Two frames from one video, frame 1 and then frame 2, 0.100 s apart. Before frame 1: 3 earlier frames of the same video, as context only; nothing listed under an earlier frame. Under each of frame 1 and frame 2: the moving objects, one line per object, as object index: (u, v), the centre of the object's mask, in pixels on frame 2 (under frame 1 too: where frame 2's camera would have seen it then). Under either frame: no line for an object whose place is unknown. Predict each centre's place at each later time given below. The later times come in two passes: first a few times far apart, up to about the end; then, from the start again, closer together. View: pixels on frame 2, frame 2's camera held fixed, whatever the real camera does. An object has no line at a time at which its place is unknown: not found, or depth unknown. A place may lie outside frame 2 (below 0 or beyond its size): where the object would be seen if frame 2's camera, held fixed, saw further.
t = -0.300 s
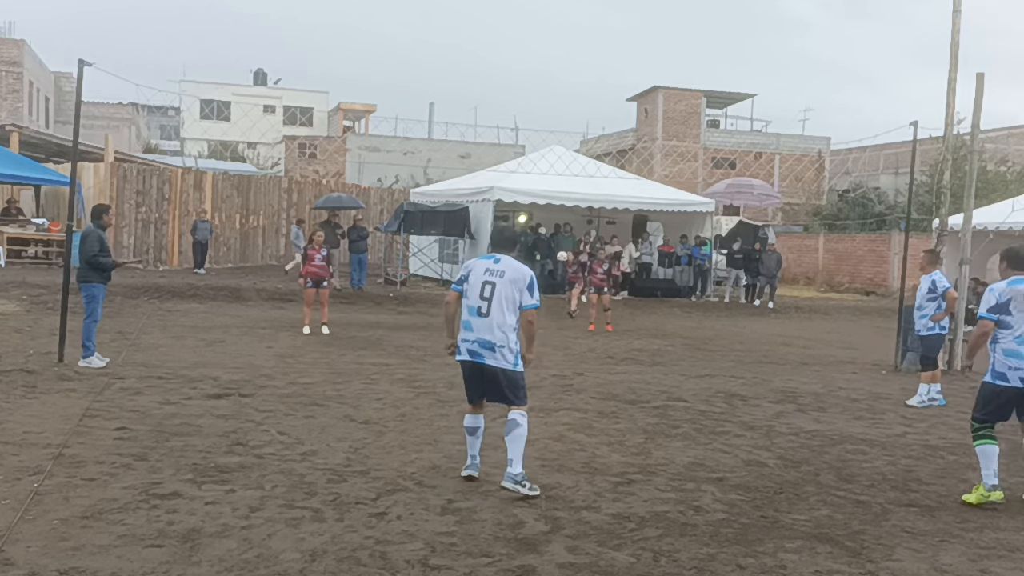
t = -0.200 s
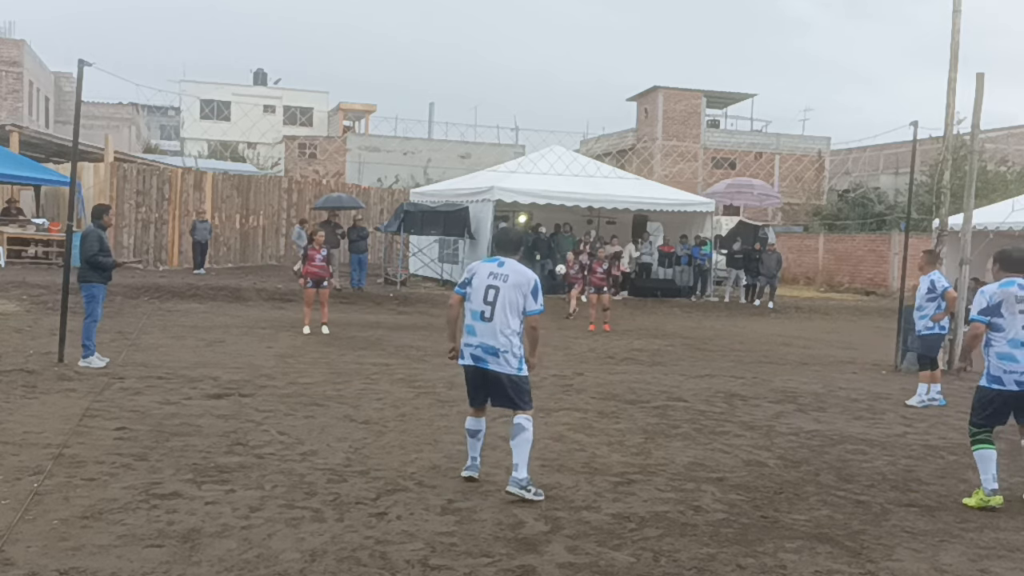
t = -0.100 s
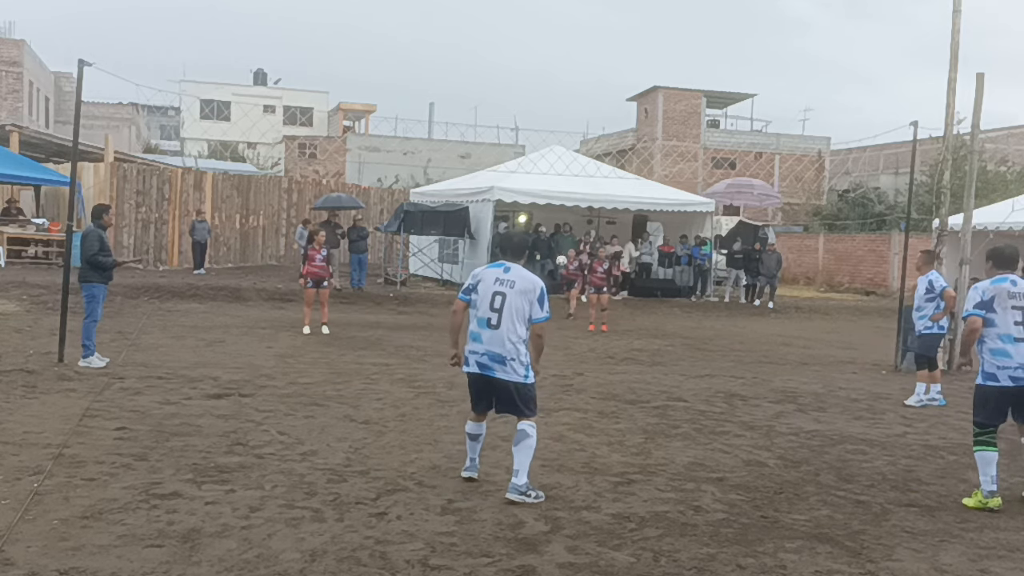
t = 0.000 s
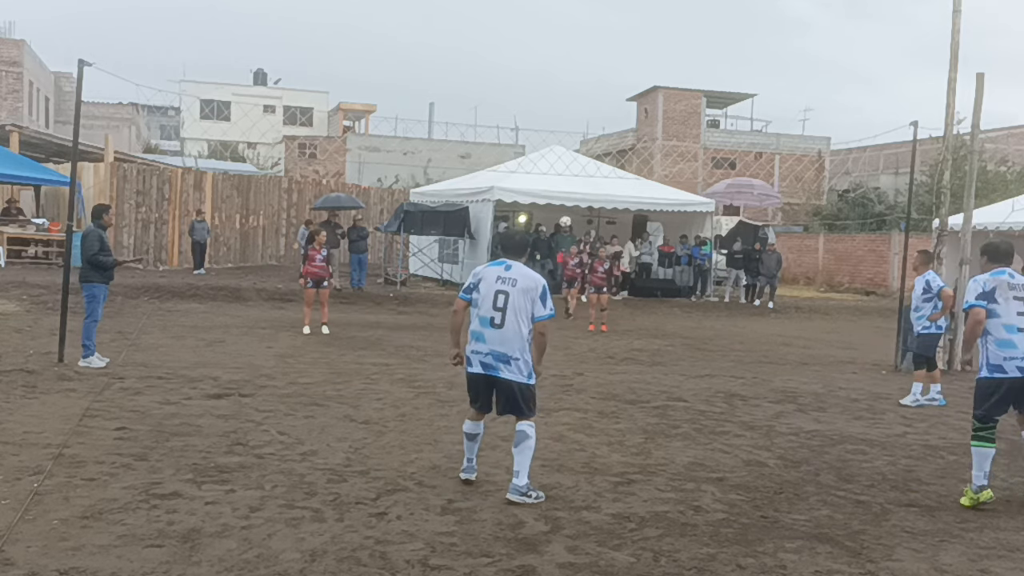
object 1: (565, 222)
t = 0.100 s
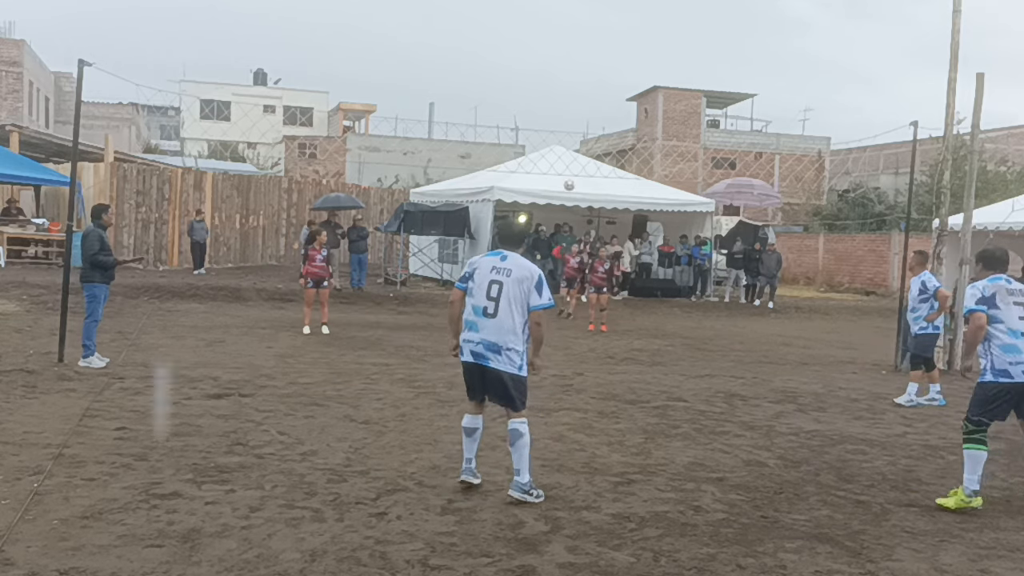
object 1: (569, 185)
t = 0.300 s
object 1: (577, 120)
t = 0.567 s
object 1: (589, 53)
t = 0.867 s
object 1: (603, 19)
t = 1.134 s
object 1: (615, 44)
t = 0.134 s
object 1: (569, 174)
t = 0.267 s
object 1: (576, 131)
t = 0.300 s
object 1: (577, 120)
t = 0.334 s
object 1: (578, 110)
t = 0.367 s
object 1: (580, 100)
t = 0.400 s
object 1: (581, 92)
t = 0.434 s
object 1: (583, 83)
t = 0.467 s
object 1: (584, 74)
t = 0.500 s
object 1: (586, 67)
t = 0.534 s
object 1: (587, 59)
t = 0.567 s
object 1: (589, 53)
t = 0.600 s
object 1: (591, 46)
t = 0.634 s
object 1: (592, 41)
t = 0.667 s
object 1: (594, 36)
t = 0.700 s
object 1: (595, 32)
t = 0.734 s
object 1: (597, 27)
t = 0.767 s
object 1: (598, 25)
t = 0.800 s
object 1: (600, 22)
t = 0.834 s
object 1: (602, 20)
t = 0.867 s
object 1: (603, 19)
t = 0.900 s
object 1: (604, 19)
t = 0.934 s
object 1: (606, 20)
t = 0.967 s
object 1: (607, 21)
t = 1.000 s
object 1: (609, 23)
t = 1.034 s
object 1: (611, 27)
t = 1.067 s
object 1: (612, 31)
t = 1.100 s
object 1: (613, 37)
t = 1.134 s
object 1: (615, 44)
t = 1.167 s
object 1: (617, 52)
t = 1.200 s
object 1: (618, 62)
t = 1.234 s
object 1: (619, 74)
